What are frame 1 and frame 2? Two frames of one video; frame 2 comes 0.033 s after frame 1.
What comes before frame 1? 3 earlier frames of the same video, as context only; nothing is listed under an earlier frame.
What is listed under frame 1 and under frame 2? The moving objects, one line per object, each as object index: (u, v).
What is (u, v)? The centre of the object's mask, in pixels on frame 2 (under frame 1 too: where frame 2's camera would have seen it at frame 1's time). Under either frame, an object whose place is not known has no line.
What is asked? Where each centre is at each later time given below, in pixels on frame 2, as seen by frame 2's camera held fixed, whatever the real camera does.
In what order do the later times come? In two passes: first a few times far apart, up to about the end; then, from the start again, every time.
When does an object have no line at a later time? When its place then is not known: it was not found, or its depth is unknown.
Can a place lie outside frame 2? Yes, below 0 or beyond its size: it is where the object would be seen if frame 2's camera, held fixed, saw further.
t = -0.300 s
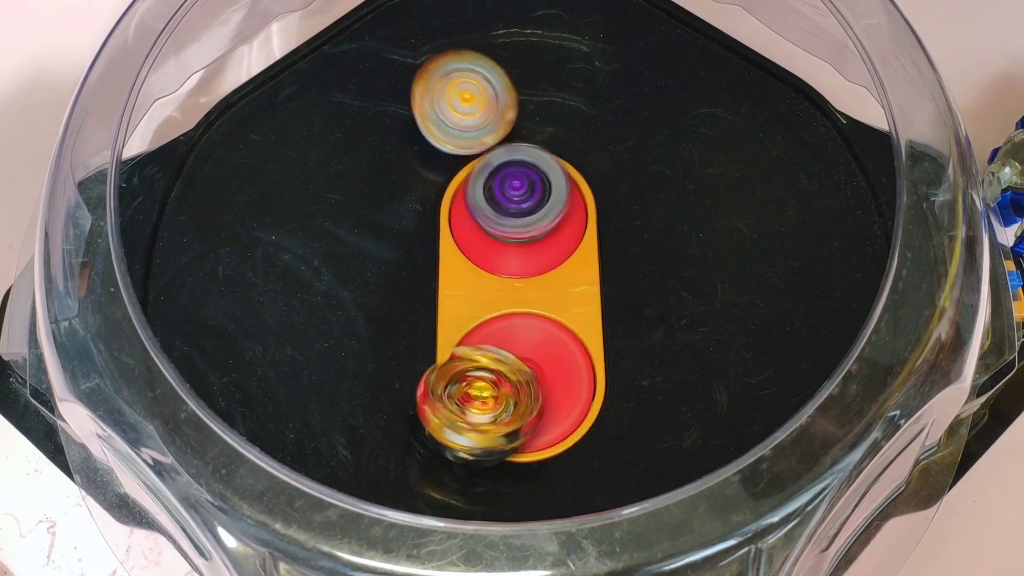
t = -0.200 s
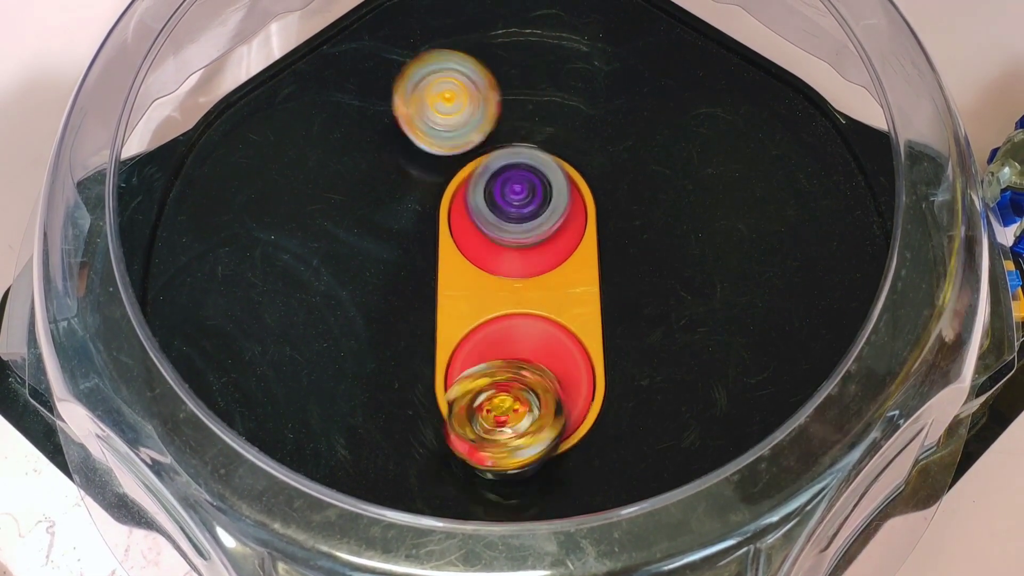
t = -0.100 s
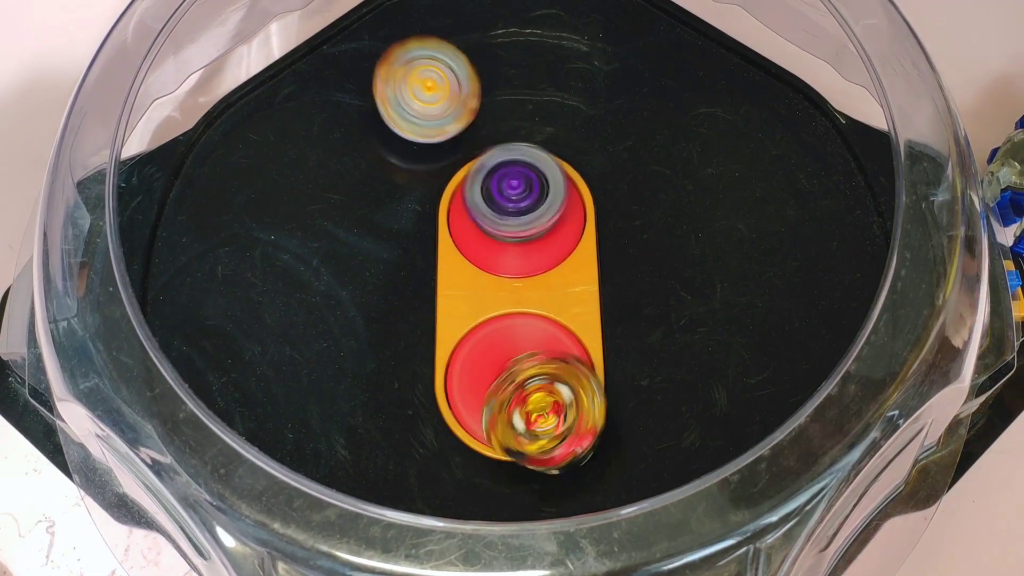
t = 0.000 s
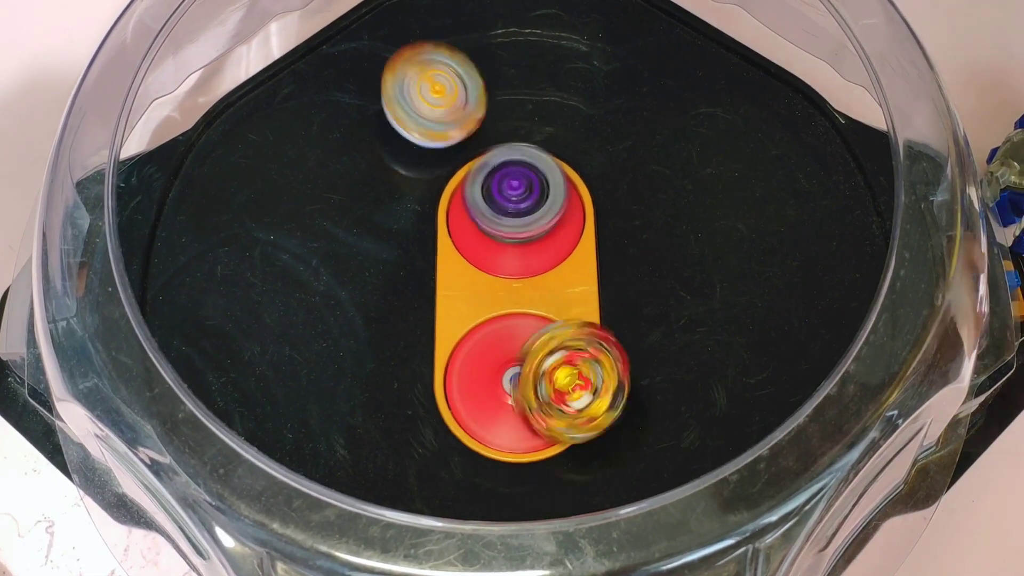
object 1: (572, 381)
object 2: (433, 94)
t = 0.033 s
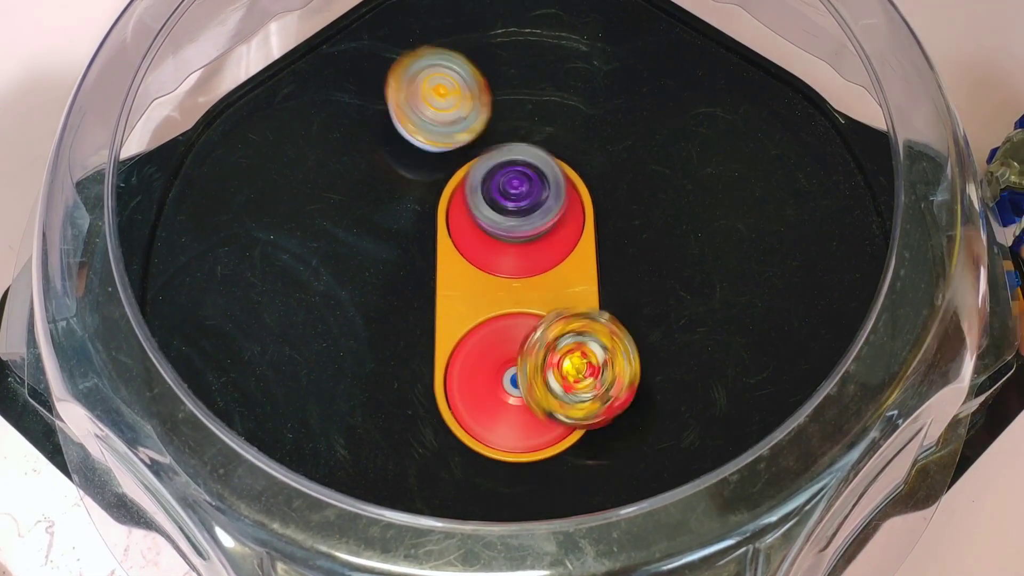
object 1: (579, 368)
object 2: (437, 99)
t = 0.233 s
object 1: (526, 309)
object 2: (463, 104)
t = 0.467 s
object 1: (483, 304)
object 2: (492, 96)
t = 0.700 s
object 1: (461, 336)
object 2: (510, 80)
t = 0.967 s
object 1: (486, 412)
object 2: (510, 88)
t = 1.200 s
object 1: (574, 374)
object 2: (498, 60)
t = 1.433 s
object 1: (514, 305)
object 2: (487, 81)
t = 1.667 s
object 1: (460, 374)
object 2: (471, 91)
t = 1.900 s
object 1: (543, 415)
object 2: (459, 92)
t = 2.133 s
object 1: (546, 307)
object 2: (443, 81)
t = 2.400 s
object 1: (469, 332)
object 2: (465, 99)
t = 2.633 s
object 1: (487, 410)
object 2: (495, 97)
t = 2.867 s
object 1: (576, 366)
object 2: (519, 92)
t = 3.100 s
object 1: (505, 299)
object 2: (524, 90)
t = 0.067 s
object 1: (576, 357)
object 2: (444, 102)
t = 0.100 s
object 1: (573, 345)
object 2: (452, 107)
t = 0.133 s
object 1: (568, 332)
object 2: (455, 107)
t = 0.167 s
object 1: (557, 318)
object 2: (459, 106)
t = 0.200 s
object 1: (545, 313)
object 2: (462, 105)
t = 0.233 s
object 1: (526, 309)
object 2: (463, 104)
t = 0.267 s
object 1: (508, 305)
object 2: (467, 103)
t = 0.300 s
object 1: (490, 303)
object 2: (472, 100)
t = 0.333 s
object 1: (480, 297)
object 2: (476, 99)
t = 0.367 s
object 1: (475, 295)
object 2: (481, 99)
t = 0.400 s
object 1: (474, 295)
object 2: (485, 100)
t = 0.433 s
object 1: (476, 297)
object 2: (489, 98)
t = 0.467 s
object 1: (483, 304)
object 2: (492, 96)
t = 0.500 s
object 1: (490, 314)
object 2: (495, 95)
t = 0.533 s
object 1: (491, 321)
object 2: (499, 93)
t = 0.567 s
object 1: (488, 325)
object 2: (502, 92)
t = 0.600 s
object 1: (480, 328)
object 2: (503, 94)
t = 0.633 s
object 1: (468, 329)
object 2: (507, 87)
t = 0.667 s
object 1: (461, 333)
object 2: (510, 83)
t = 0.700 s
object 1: (461, 336)
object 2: (510, 80)
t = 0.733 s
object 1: (461, 342)
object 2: (512, 77)
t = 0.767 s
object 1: (462, 352)
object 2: (512, 76)
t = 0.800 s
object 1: (462, 362)
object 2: (511, 77)
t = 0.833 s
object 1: (460, 370)
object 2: (512, 77)
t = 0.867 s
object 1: (462, 381)
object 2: (512, 81)
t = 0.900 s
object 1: (468, 392)
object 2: (510, 85)
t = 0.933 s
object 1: (476, 402)
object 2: (511, 89)
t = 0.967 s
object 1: (486, 412)
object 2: (510, 88)
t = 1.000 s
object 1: (499, 418)
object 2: (508, 86)
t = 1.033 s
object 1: (514, 419)
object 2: (508, 86)
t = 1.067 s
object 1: (529, 419)
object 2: (508, 87)
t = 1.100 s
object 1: (545, 416)
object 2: (506, 90)
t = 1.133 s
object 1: (559, 406)
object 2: (503, 76)
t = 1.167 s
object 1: (569, 391)
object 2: (501, 64)
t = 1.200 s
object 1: (574, 374)
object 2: (498, 60)
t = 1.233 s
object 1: (581, 356)
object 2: (495, 57)
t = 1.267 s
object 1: (578, 339)
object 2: (494, 56)
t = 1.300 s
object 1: (568, 330)
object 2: (492, 60)
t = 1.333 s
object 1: (556, 321)
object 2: (490, 63)
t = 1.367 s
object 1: (543, 310)
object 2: (490, 67)
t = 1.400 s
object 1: (528, 306)
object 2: (490, 75)
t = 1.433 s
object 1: (514, 305)
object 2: (487, 81)
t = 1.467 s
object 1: (499, 306)
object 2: (488, 88)
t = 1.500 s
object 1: (484, 313)
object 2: (486, 93)
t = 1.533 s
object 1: (472, 321)
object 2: (481, 92)
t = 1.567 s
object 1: (465, 333)
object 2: (480, 95)
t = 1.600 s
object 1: (459, 345)
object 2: (477, 94)
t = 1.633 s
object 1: (459, 359)
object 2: (472, 92)
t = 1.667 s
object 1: (460, 374)
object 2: (471, 91)
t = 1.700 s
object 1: (466, 385)
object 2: (471, 93)
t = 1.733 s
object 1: (474, 394)
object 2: (469, 95)
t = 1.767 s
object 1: (482, 405)
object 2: (470, 96)
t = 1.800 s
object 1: (495, 412)
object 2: (469, 97)
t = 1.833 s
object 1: (510, 419)
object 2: (466, 97)
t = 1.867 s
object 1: (526, 419)
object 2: (466, 98)
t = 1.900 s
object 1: (543, 415)
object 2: (459, 92)
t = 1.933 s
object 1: (556, 405)
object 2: (452, 82)
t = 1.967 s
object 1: (566, 389)
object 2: (448, 79)
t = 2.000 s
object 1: (576, 373)
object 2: (446, 78)
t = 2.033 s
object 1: (578, 353)
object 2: (443, 77)
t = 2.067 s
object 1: (574, 335)
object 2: (443, 77)
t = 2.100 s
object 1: (562, 320)
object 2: (443, 79)
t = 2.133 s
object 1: (546, 307)
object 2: (443, 81)
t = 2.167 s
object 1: (526, 298)
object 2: (445, 83)
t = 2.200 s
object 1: (506, 294)
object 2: (447, 87)
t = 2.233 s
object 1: (489, 296)
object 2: (449, 90)
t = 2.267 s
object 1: (475, 299)
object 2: (453, 94)
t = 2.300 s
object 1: (469, 305)
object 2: (457, 99)
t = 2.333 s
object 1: (470, 312)
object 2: (462, 105)
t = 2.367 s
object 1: (468, 323)
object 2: (464, 104)
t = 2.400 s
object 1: (469, 332)
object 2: (465, 99)
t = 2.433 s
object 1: (468, 344)
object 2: (468, 92)
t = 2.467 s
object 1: (462, 358)
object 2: (470, 90)
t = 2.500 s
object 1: (458, 372)
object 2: (475, 89)
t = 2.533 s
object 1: (461, 382)
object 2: (480, 90)
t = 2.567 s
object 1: (468, 391)
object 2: (483, 92)
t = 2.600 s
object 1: (476, 400)
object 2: (490, 94)
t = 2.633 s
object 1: (487, 410)
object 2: (495, 97)
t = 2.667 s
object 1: (500, 417)
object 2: (499, 95)
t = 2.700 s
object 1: (515, 419)
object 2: (504, 92)
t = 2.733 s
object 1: (532, 417)
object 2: (507, 89)
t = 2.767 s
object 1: (550, 410)
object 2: (511, 89)
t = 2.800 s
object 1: (565, 398)
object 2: (513, 89)
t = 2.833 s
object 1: (573, 382)
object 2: (517, 90)
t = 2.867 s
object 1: (576, 366)
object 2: (519, 92)
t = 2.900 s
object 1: (576, 352)
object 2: (519, 92)
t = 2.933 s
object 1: (570, 340)
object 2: (521, 89)
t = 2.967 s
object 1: (564, 328)
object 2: (523, 87)
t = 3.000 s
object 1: (554, 318)
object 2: (523, 87)
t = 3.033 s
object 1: (541, 308)
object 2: (524, 87)
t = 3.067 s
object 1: (524, 301)
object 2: (525, 88)
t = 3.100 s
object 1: (505, 299)
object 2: (524, 90)
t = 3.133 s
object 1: (485, 306)
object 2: (522, 87)
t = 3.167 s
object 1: (468, 315)
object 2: (523, 86)
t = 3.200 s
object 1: (459, 323)
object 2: (522, 88)
